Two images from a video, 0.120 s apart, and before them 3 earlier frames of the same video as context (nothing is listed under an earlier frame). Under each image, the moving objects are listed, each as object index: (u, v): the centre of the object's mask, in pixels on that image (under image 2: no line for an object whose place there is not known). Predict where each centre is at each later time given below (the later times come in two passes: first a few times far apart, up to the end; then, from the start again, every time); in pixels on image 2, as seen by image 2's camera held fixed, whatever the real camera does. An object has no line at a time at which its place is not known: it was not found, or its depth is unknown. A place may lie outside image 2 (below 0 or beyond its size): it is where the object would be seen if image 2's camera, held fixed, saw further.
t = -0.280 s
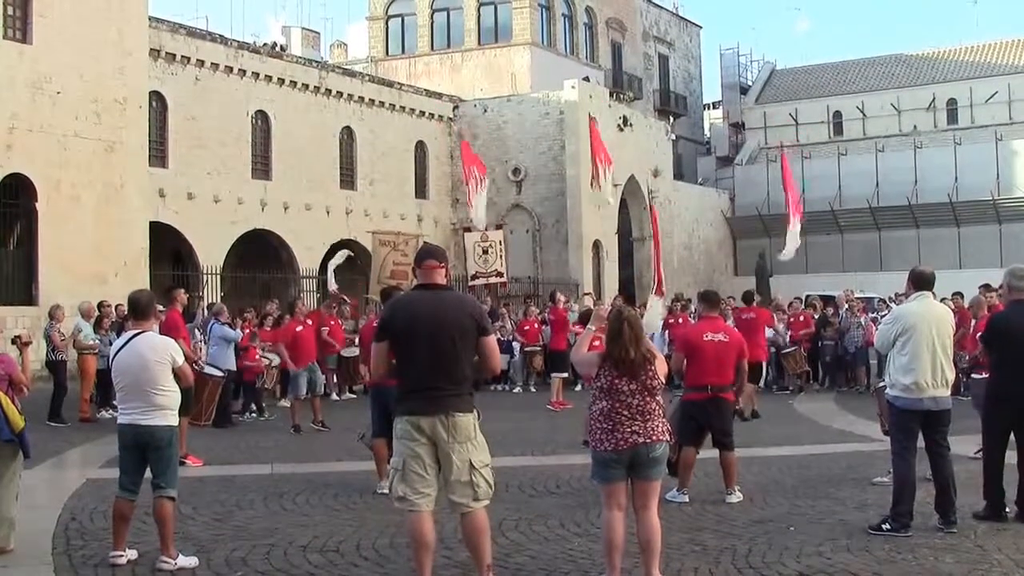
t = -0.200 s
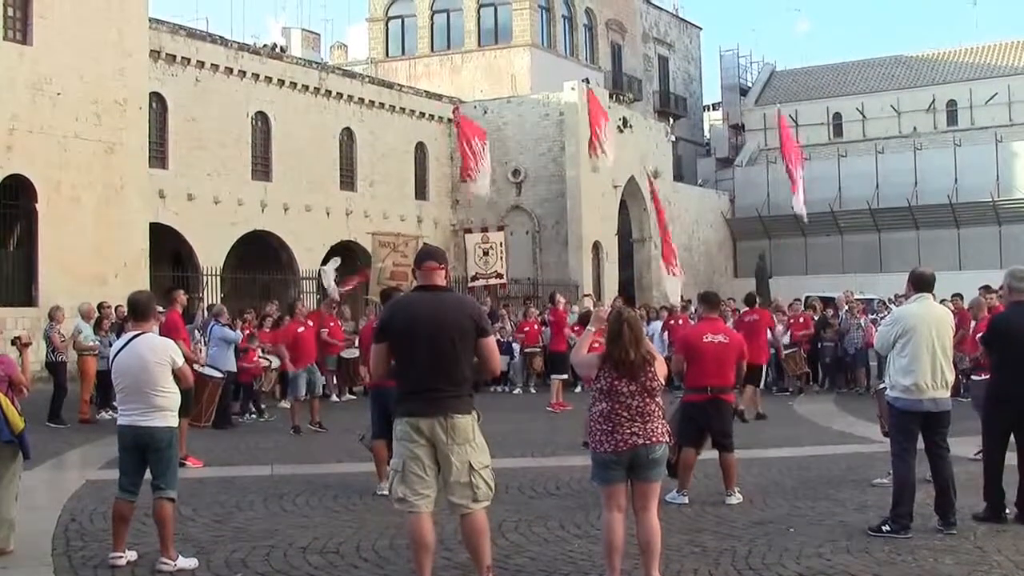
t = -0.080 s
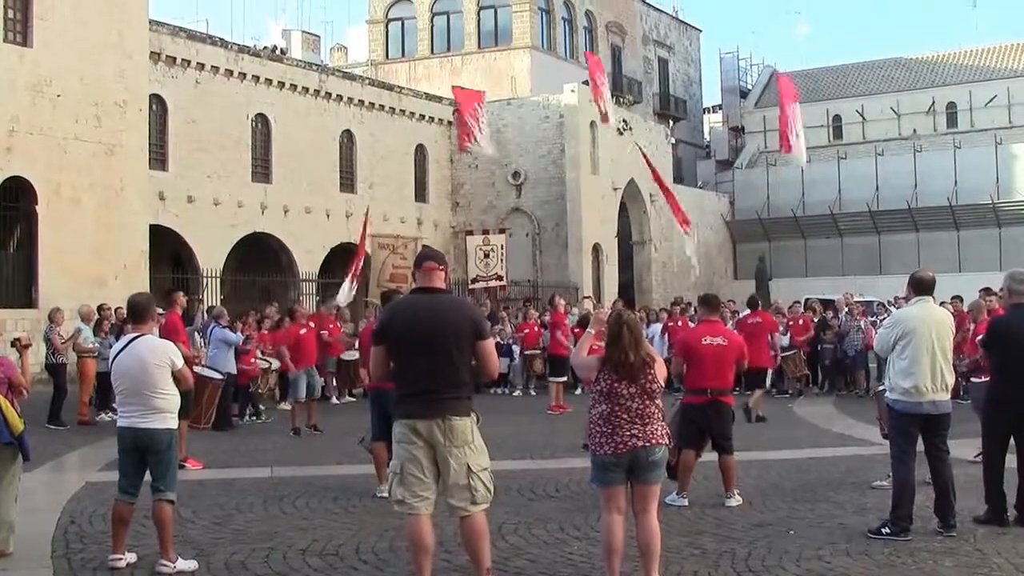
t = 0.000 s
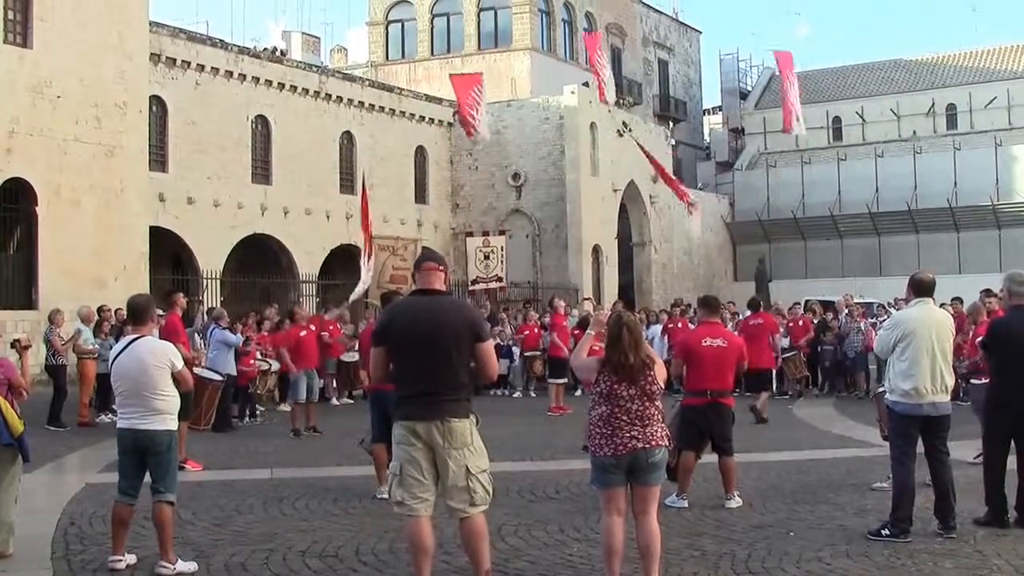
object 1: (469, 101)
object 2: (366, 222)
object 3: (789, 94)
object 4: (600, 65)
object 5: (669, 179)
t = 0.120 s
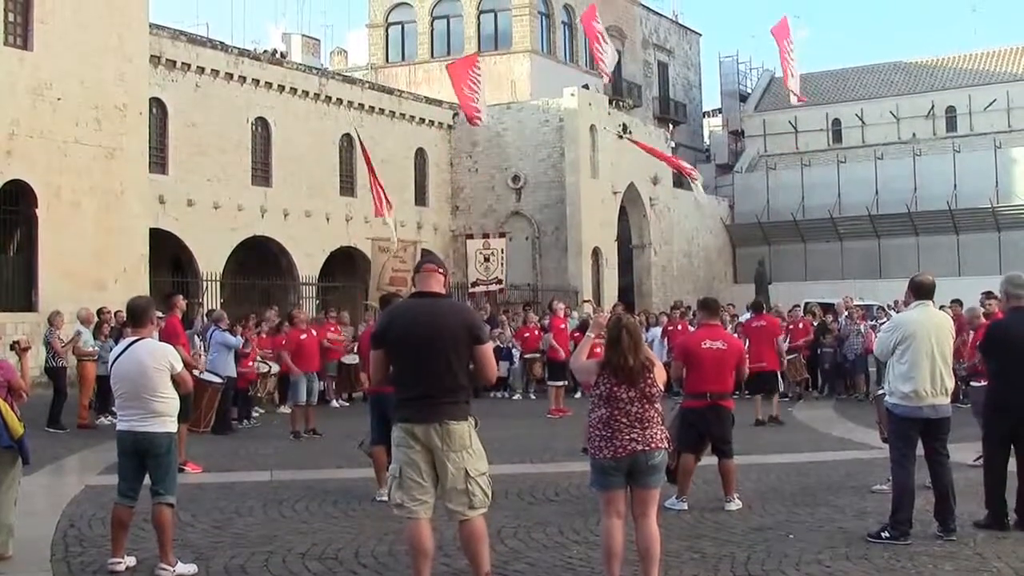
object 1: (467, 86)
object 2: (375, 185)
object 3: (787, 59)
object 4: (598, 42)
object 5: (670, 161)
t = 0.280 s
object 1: (466, 74)
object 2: (377, 121)
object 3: (785, 32)
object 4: (600, 22)
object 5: (659, 147)
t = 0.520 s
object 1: (462, 77)
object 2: (357, 56)
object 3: (788, 21)
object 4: (600, 8)
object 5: (635, 174)
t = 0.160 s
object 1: (467, 82)
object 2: (376, 168)
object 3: (786, 51)
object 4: (599, 35)
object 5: (669, 156)
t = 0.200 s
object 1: (467, 79)
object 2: (380, 154)
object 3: (785, 43)
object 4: (600, 30)
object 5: (665, 151)
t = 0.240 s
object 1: (467, 76)
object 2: (381, 139)
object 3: (784, 34)
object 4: (600, 26)
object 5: (662, 148)
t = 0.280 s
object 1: (466, 74)
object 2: (377, 121)
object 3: (785, 32)
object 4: (600, 22)
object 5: (659, 147)
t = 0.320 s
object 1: (465, 72)
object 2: (375, 107)
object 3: (786, 29)
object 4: (601, 19)
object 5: (657, 146)
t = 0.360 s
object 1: (464, 72)
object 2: (376, 96)
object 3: (787, 29)
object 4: (601, 16)
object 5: (651, 149)
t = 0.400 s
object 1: (463, 72)
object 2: (378, 86)
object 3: (787, 26)
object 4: (602, 13)
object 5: (646, 153)
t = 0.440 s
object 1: (463, 73)
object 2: (364, 68)
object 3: (787, 23)
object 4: (601, 12)
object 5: (643, 158)
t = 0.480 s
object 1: (462, 75)
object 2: (365, 62)
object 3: (787, 21)
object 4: (601, 10)
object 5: (640, 164)
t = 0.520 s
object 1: (462, 77)
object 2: (357, 56)
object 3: (788, 21)
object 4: (600, 8)
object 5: (635, 174)
